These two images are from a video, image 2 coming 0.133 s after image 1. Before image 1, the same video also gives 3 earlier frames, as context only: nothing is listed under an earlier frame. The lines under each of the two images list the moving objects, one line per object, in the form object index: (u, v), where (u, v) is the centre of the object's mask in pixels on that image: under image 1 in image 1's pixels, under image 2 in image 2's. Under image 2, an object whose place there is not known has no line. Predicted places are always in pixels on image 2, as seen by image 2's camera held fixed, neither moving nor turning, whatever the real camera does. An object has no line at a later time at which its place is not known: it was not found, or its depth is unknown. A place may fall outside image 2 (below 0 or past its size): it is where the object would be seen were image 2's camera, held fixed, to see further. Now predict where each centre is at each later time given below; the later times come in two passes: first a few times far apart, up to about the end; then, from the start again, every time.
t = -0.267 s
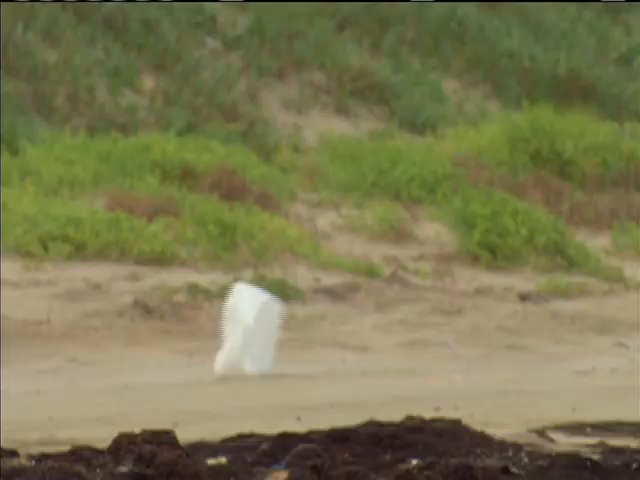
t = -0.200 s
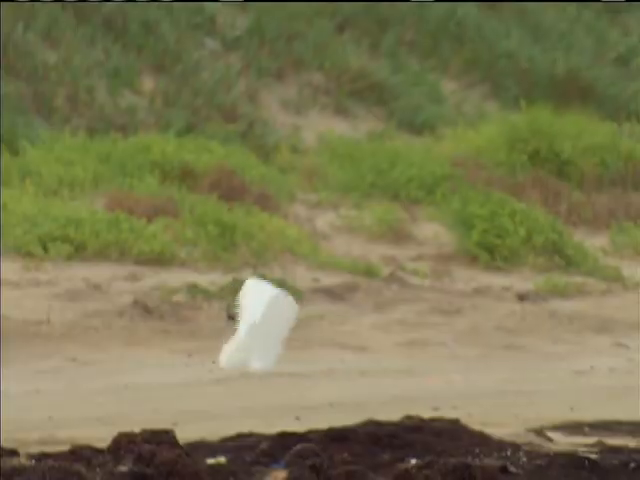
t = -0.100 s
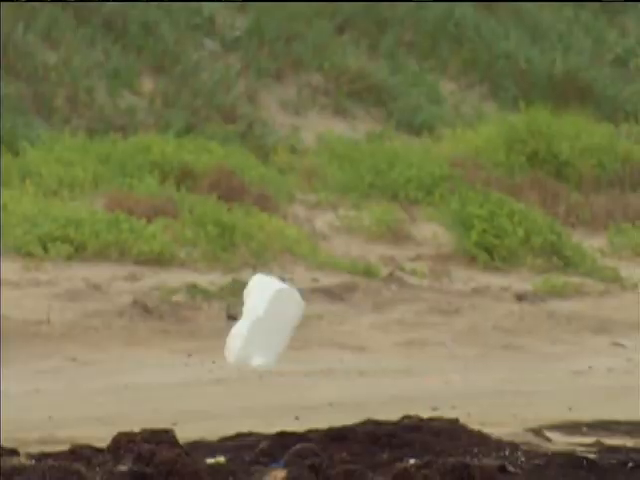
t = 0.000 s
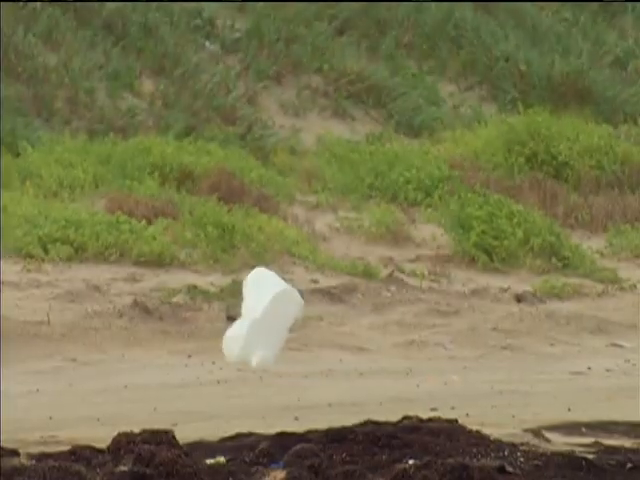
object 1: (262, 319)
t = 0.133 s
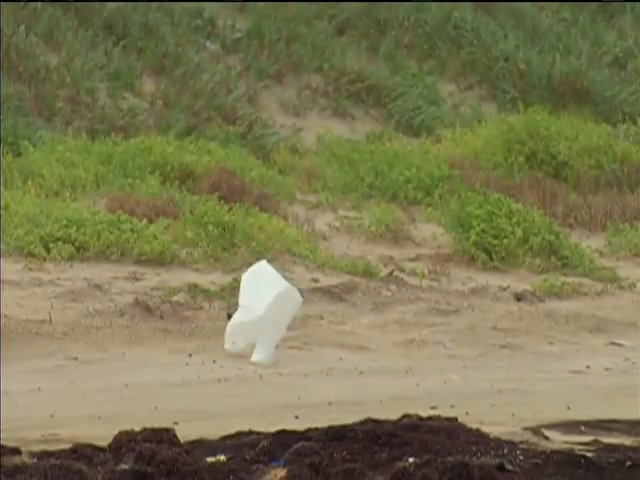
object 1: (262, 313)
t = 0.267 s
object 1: (263, 307)
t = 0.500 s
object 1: (272, 310)
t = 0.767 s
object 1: (312, 300)
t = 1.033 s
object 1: (360, 280)
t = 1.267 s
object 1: (397, 287)
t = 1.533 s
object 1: (452, 273)
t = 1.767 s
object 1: (481, 250)
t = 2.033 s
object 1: (475, 222)
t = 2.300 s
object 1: (418, 191)
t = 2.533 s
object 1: (373, 169)
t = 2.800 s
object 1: (332, 155)
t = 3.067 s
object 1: (326, 178)
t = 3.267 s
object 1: (321, 199)
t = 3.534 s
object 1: (305, 212)
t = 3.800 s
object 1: (298, 215)
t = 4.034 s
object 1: (292, 213)
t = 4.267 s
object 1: (289, 210)
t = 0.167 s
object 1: (262, 310)
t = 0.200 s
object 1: (261, 309)
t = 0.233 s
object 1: (261, 308)
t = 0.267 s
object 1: (263, 307)
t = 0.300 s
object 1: (264, 307)
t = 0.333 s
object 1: (264, 307)
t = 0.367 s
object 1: (264, 308)
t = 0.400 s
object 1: (265, 309)
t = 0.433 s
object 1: (267, 310)
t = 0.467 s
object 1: (269, 311)
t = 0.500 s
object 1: (272, 310)
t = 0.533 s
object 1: (275, 310)
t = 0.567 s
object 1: (279, 311)
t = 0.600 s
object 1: (283, 312)
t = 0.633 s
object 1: (289, 312)
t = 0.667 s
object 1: (294, 312)
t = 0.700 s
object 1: (300, 310)
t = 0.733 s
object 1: (305, 304)
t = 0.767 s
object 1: (312, 300)
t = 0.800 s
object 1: (319, 298)
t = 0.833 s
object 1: (324, 297)
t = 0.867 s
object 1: (330, 295)
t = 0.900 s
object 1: (336, 292)
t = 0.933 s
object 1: (342, 288)
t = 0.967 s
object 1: (348, 284)
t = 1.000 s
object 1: (354, 283)
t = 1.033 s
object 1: (360, 280)
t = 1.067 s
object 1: (365, 279)
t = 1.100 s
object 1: (369, 278)
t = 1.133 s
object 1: (374, 279)
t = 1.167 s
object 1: (379, 281)
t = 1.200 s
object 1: (386, 283)
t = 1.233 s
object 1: (392, 285)
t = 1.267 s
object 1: (397, 287)
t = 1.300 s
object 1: (404, 289)
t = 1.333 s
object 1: (409, 289)
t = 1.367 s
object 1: (415, 288)
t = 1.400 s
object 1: (422, 287)
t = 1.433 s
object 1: (429, 284)
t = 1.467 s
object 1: (436, 281)
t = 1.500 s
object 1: (444, 277)
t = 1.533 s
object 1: (452, 273)
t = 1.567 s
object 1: (458, 270)
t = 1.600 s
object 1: (463, 266)
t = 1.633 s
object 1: (467, 263)
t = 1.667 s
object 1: (472, 260)
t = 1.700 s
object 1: (475, 257)
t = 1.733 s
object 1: (478, 253)
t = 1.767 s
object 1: (481, 250)
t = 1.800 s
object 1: (482, 247)
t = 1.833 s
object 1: (483, 242)
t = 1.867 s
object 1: (484, 240)
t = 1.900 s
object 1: (484, 237)
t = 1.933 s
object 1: (483, 234)
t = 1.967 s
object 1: (482, 230)
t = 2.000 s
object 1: (479, 226)
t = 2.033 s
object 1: (475, 222)
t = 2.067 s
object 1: (469, 218)
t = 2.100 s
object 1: (463, 214)
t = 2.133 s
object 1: (455, 210)
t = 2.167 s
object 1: (447, 207)
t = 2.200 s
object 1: (439, 205)
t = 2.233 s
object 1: (432, 200)
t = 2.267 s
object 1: (424, 196)
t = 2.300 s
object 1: (418, 191)
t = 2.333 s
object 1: (410, 188)
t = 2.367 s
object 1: (404, 185)
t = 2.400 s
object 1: (397, 182)
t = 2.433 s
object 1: (391, 178)
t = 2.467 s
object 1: (385, 175)
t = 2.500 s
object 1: (379, 172)
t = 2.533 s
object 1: (373, 169)
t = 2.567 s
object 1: (367, 166)
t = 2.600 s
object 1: (361, 162)
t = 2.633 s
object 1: (354, 159)
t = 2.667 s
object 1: (348, 156)
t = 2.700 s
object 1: (343, 154)
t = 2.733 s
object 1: (339, 153)
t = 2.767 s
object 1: (335, 154)
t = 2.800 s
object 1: (332, 155)
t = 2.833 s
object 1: (330, 156)
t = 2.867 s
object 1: (328, 158)
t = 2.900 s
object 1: (327, 160)
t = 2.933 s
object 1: (326, 164)
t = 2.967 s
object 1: (326, 167)
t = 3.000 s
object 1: (326, 171)
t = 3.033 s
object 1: (326, 175)
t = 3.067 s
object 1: (326, 178)
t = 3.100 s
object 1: (325, 181)
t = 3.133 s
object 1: (325, 185)
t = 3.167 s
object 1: (324, 189)
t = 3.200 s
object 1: (323, 194)
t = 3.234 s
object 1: (322, 197)
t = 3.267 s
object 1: (321, 199)
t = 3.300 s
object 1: (319, 204)
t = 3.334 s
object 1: (318, 207)
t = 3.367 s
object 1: (316, 209)
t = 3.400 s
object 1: (315, 212)
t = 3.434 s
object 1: (312, 213)
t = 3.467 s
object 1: (310, 213)
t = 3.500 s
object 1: (307, 213)
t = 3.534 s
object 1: (305, 212)
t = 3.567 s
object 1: (303, 212)
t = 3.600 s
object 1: (301, 210)
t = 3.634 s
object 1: (299, 210)
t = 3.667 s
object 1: (299, 208)
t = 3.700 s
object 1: (298, 210)
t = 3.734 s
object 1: (297, 214)
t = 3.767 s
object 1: (297, 215)
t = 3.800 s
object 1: (298, 215)
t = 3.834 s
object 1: (298, 215)
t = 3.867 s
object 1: (298, 217)
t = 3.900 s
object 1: (295, 216)
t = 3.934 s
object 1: (295, 213)
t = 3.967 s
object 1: (294, 213)
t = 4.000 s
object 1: (291, 210)
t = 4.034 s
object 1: (292, 213)
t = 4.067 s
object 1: (295, 216)
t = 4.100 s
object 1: (296, 216)
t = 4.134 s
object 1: (296, 215)
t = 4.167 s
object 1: (295, 210)
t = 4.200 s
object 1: (288, 210)
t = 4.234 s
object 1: (289, 211)
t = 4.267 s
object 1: (289, 210)
